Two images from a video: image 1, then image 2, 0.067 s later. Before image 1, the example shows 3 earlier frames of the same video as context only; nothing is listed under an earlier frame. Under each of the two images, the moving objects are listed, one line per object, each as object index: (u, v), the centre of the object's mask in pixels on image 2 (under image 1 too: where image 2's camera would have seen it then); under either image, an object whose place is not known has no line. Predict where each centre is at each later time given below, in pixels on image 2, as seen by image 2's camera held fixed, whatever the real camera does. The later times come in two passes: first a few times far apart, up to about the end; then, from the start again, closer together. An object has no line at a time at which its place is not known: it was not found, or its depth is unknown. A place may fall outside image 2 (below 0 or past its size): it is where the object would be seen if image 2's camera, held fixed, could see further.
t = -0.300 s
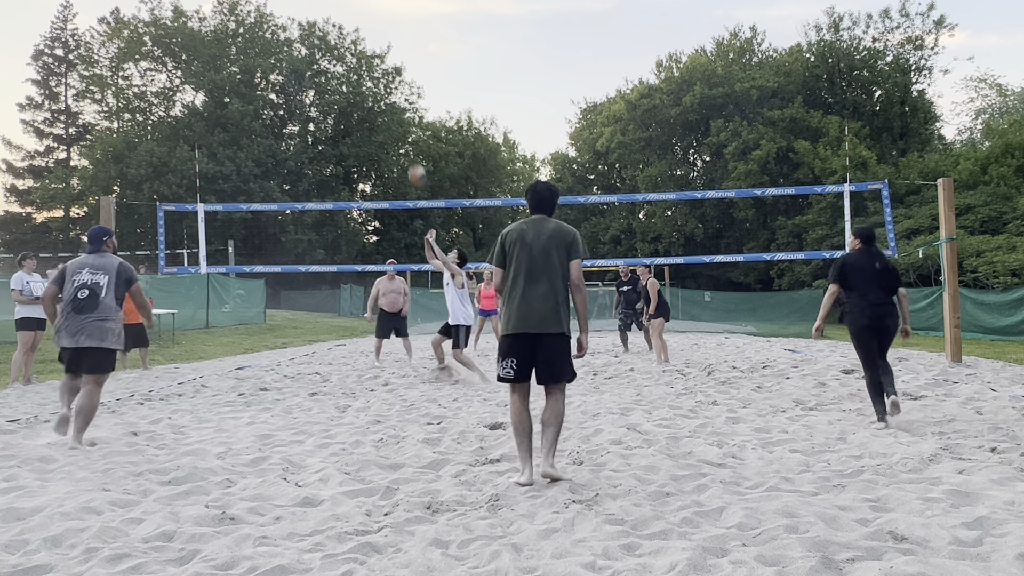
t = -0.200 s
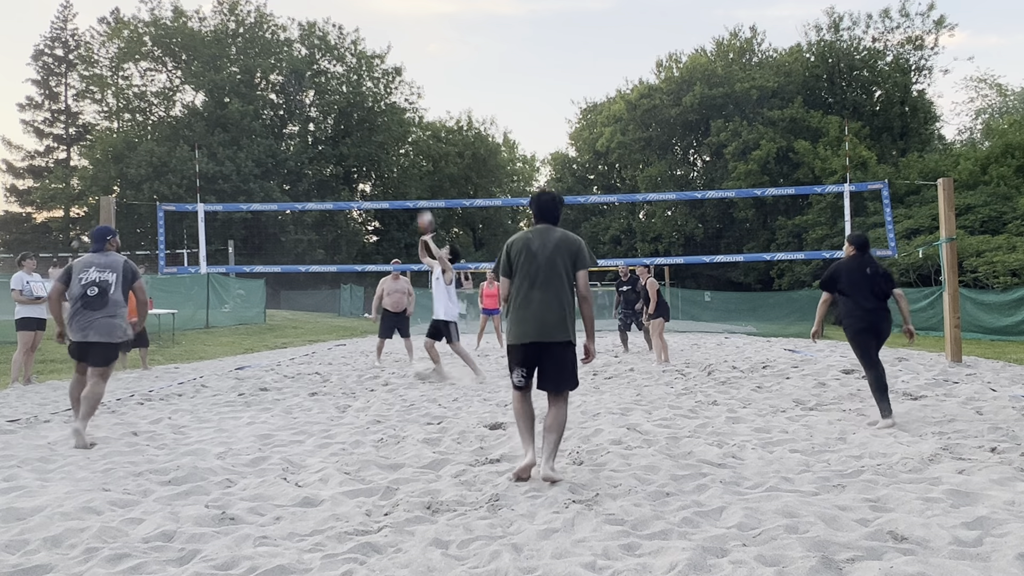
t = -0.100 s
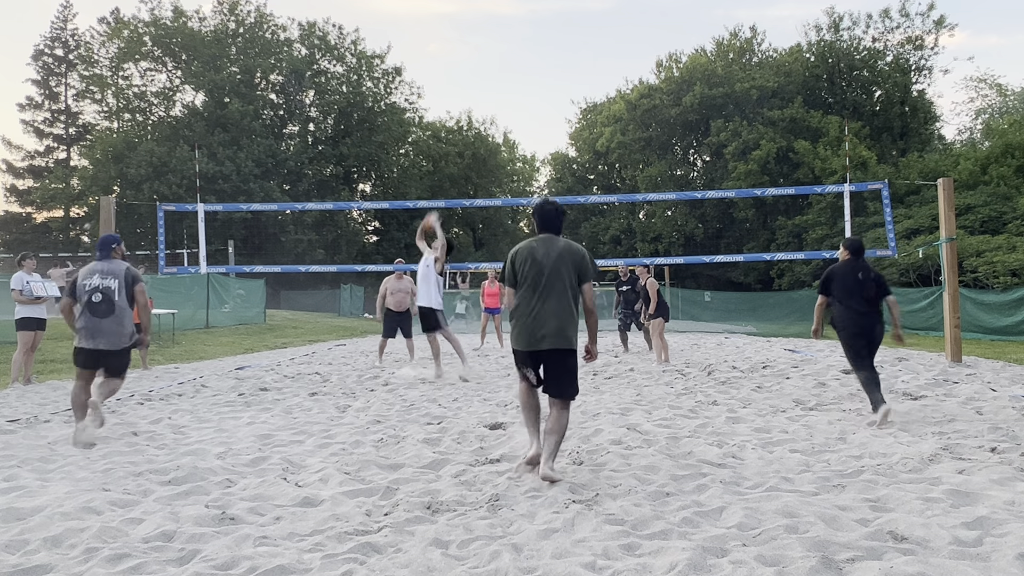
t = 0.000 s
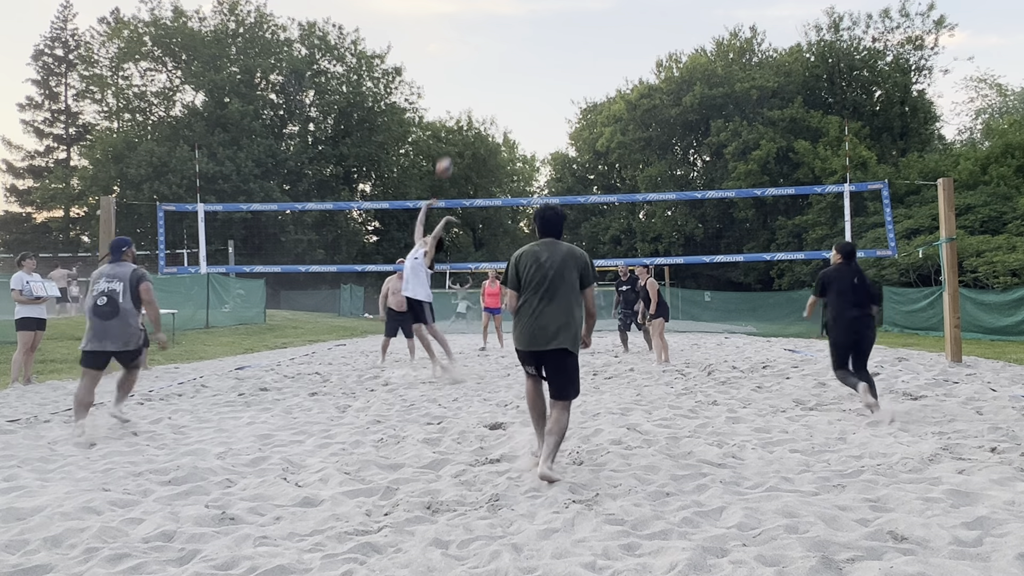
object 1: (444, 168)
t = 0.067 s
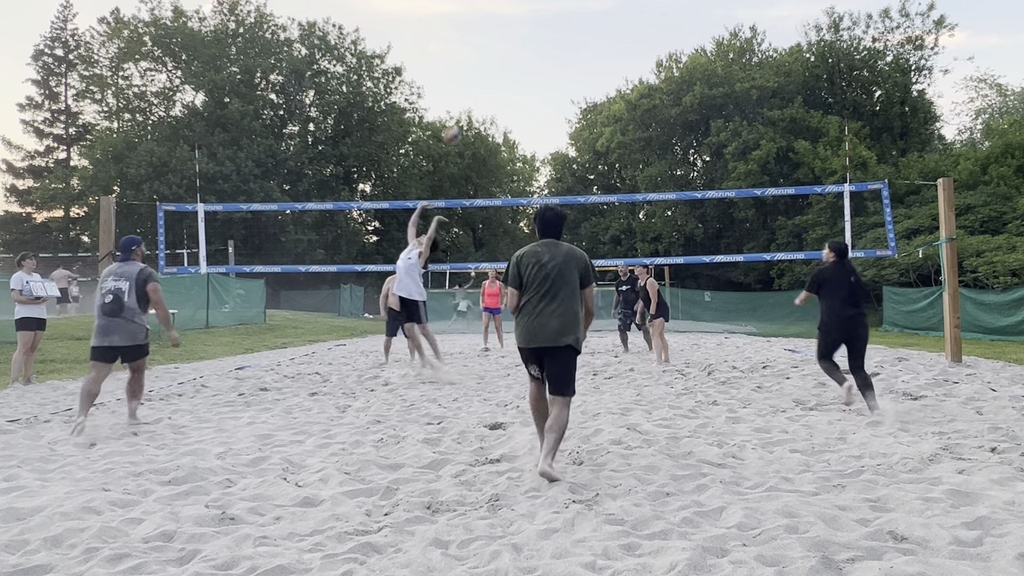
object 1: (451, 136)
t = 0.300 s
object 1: (478, 54)
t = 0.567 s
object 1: (509, 14)
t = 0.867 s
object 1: (544, 34)
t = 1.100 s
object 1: (572, 94)
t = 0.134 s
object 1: (459, 108)
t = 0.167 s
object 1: (463, 95)
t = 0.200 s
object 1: (467, 83)
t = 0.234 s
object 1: (471, 73)
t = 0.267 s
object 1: (474, 63)
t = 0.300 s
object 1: (478, 54)
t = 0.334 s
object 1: (482, 46)
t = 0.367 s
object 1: (486, 39)
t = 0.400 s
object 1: (490, 33)
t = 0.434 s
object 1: (494, 28)
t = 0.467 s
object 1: (498, 23)
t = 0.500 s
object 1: (501, 19)
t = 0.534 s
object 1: (505, 16)
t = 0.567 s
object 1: (509, 14)
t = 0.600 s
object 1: (513, 13)
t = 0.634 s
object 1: (517, 13)
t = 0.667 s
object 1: (521, 14)
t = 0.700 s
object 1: (525, 15)
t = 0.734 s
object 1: (529, 17)
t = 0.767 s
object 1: (532, 20)
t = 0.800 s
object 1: (536, 24)
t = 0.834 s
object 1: (540, 28)
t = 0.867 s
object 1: (544, 34)
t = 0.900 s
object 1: (548, 40)
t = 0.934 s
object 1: (552, 47)
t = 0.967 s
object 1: (556, 55)
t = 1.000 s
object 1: (560, 64)
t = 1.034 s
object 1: (564, 73)
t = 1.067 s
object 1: (568, 83)
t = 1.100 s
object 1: (572, 94)
